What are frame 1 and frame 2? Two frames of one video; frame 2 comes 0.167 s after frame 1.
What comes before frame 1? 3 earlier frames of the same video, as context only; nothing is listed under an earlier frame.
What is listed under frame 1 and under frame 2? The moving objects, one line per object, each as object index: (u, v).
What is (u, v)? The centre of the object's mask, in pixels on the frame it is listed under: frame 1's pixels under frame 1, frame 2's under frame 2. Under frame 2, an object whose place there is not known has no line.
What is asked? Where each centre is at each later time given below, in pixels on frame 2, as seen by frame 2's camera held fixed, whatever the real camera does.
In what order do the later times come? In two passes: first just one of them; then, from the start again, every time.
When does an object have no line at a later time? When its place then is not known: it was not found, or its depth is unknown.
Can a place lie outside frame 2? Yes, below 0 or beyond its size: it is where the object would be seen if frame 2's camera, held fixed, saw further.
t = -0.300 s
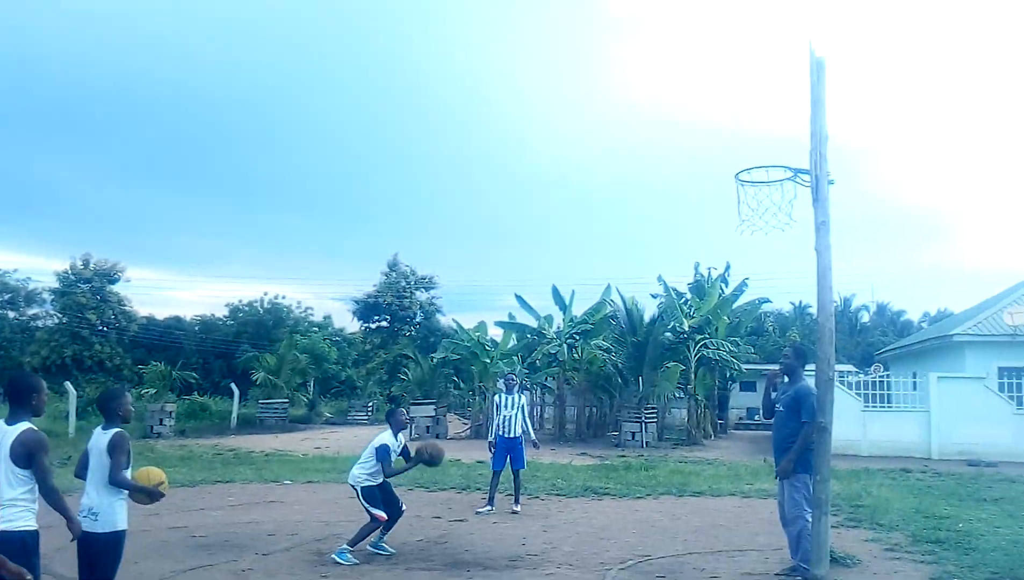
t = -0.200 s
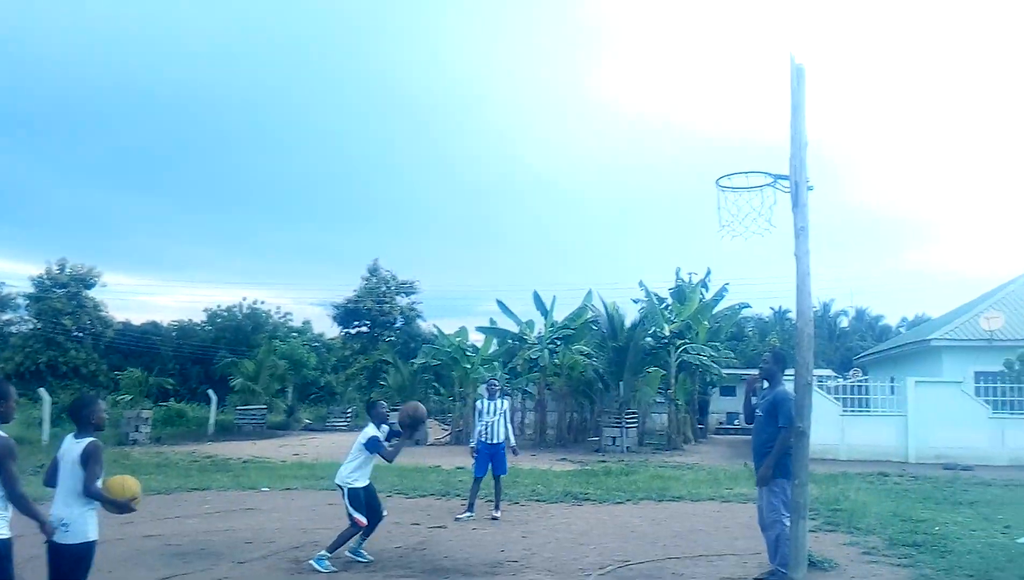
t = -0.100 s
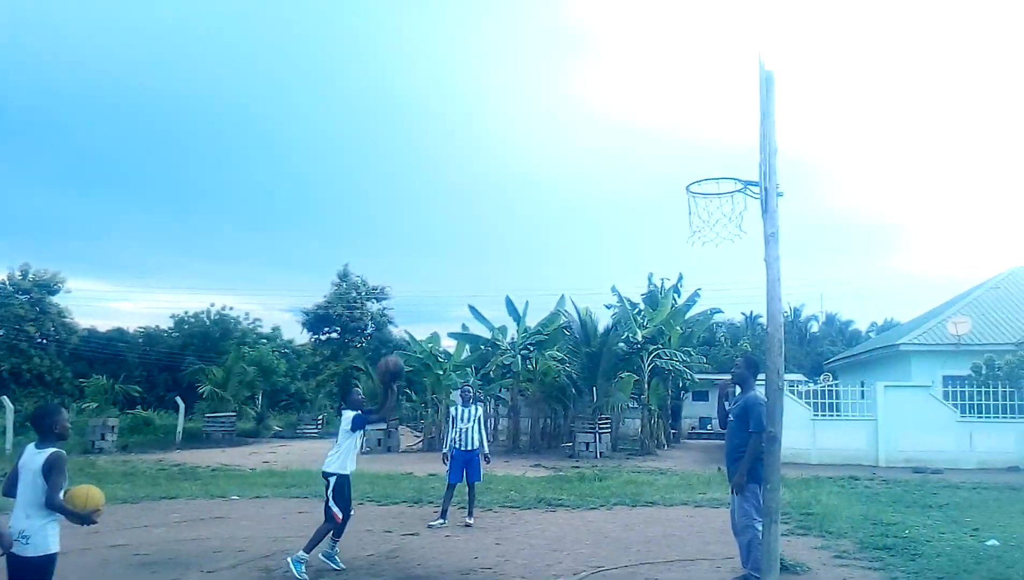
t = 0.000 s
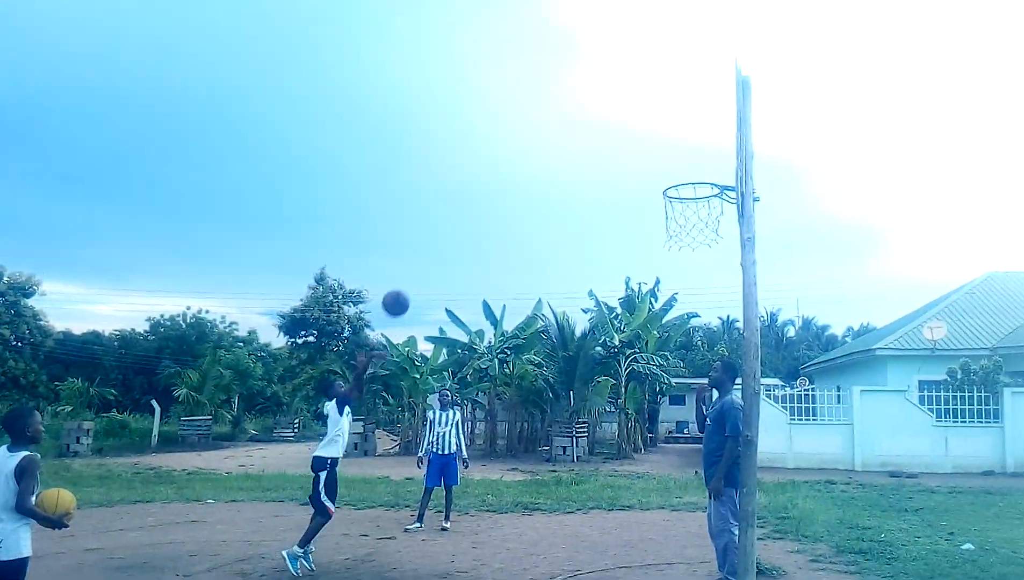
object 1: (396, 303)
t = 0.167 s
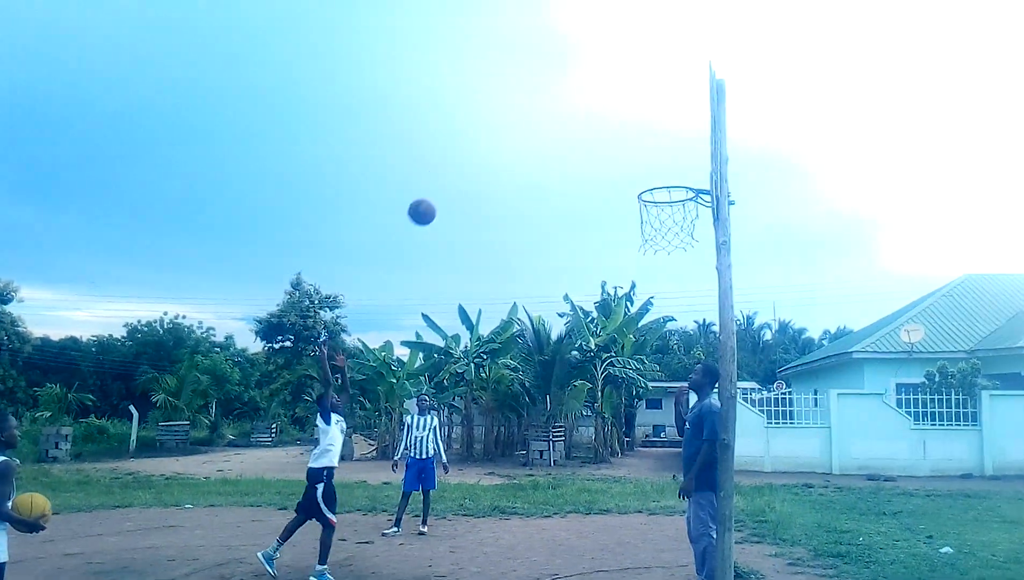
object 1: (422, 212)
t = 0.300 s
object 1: (465, 155)
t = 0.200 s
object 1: (433, 196)
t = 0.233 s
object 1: (444, 181)
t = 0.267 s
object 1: (455, 168)
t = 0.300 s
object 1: (465, 155)
